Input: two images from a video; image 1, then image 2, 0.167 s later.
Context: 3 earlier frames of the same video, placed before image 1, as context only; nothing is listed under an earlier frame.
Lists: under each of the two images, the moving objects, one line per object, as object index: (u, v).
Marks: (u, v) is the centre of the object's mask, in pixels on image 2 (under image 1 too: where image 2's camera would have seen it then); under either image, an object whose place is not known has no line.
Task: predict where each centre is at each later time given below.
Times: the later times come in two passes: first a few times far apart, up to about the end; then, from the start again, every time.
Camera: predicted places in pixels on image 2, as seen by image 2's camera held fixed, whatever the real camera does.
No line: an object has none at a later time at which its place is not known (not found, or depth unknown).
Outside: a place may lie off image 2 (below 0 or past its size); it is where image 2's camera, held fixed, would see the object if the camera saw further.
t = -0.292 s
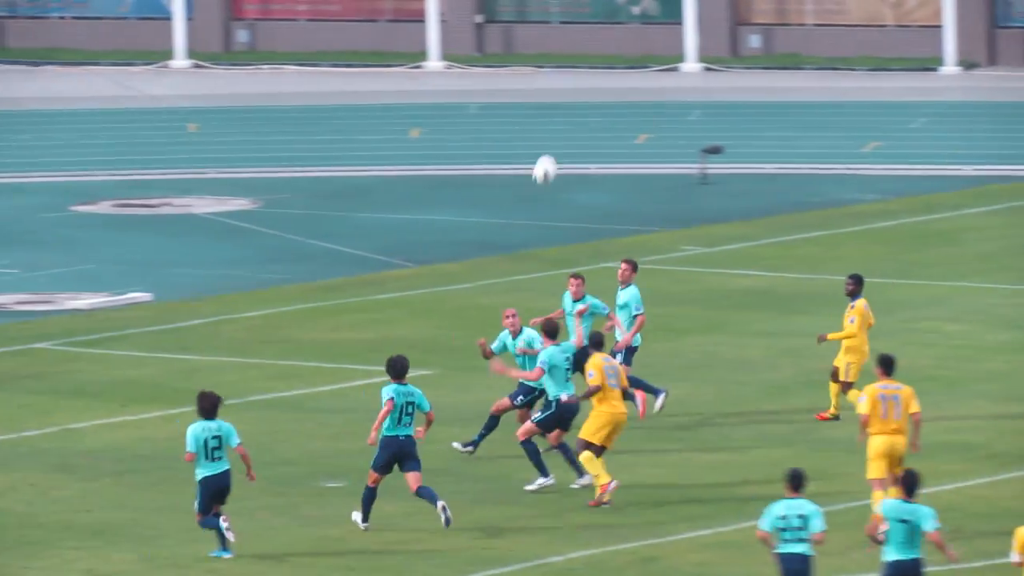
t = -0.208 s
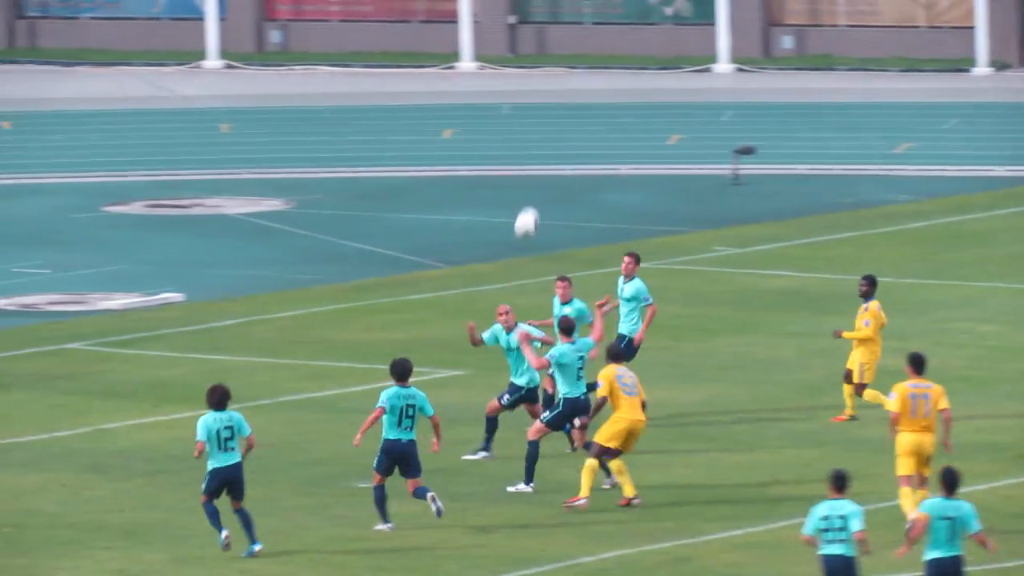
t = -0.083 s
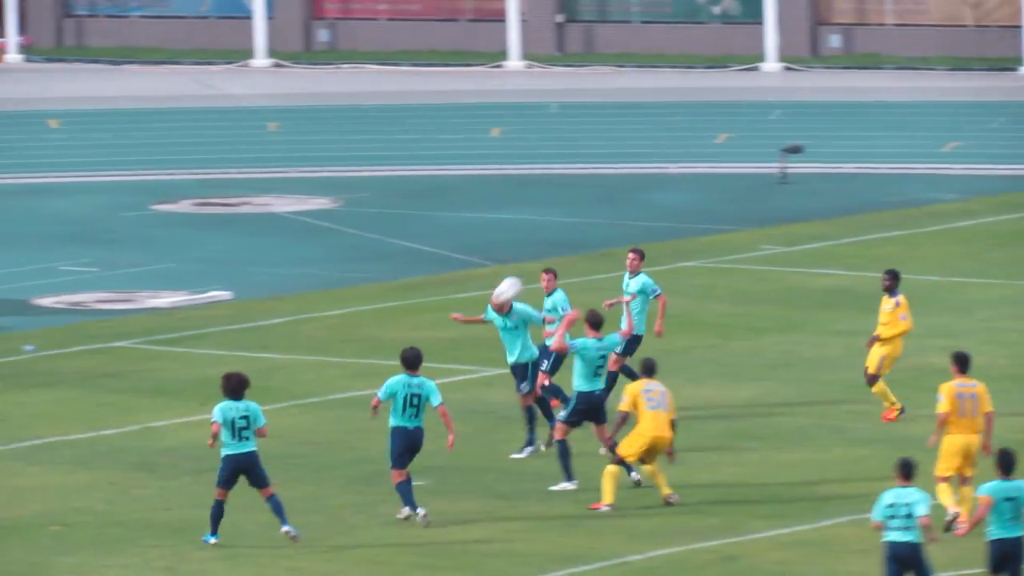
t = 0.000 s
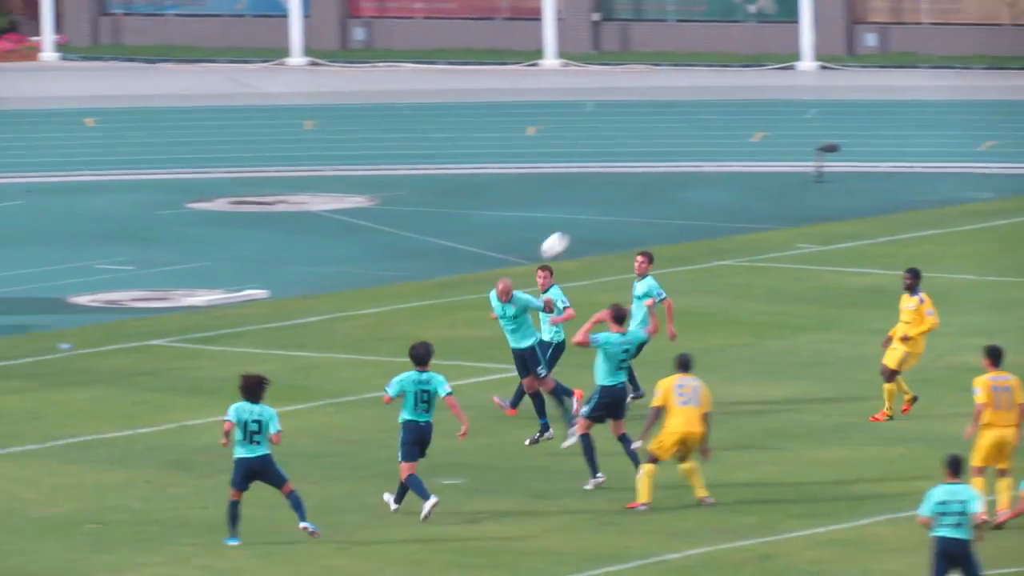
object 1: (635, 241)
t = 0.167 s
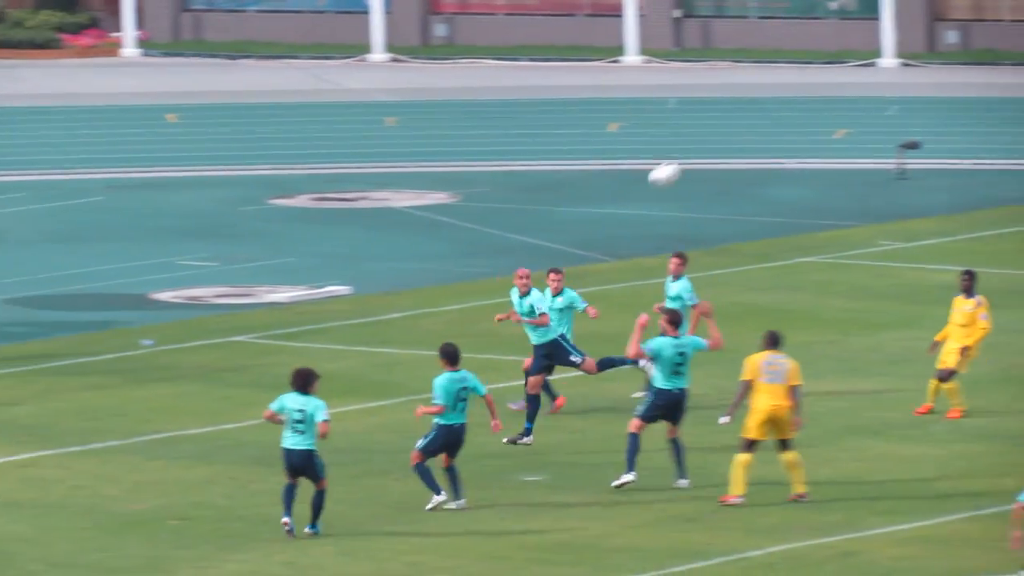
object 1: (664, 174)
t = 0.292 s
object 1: (692, 139)
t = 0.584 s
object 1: (771, 125)
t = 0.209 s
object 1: (673, 161)
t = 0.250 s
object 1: (682, 150)
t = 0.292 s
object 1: (692, 139)
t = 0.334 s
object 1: (703, 133)
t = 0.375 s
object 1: (714, 127)
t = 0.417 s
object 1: (724, 123)
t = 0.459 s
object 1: (735, 121)
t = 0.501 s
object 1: (747, 121)
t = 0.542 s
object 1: (759, 123)
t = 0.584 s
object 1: (771, 125)
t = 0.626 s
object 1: (783, 131)
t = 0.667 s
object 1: (795, 137)
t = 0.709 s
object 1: (808, 147)
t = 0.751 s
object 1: (821, 157)
